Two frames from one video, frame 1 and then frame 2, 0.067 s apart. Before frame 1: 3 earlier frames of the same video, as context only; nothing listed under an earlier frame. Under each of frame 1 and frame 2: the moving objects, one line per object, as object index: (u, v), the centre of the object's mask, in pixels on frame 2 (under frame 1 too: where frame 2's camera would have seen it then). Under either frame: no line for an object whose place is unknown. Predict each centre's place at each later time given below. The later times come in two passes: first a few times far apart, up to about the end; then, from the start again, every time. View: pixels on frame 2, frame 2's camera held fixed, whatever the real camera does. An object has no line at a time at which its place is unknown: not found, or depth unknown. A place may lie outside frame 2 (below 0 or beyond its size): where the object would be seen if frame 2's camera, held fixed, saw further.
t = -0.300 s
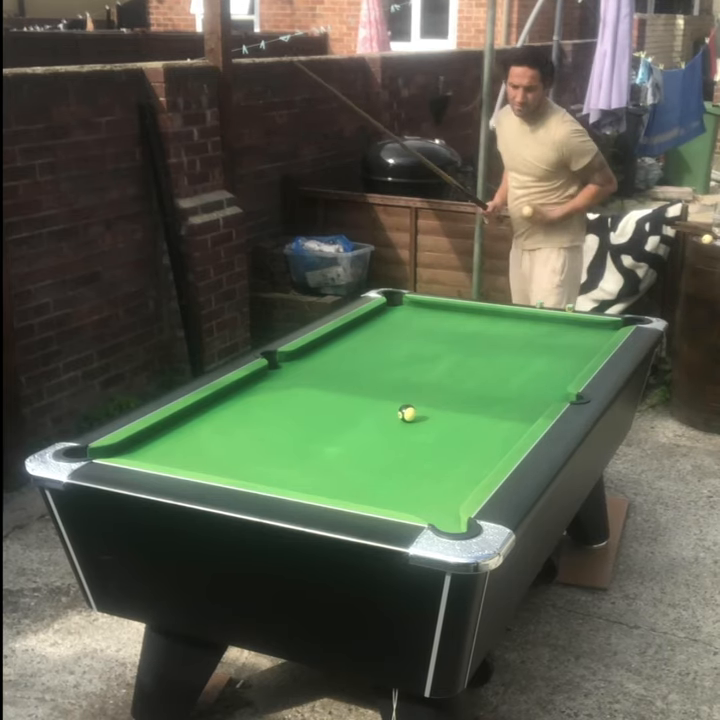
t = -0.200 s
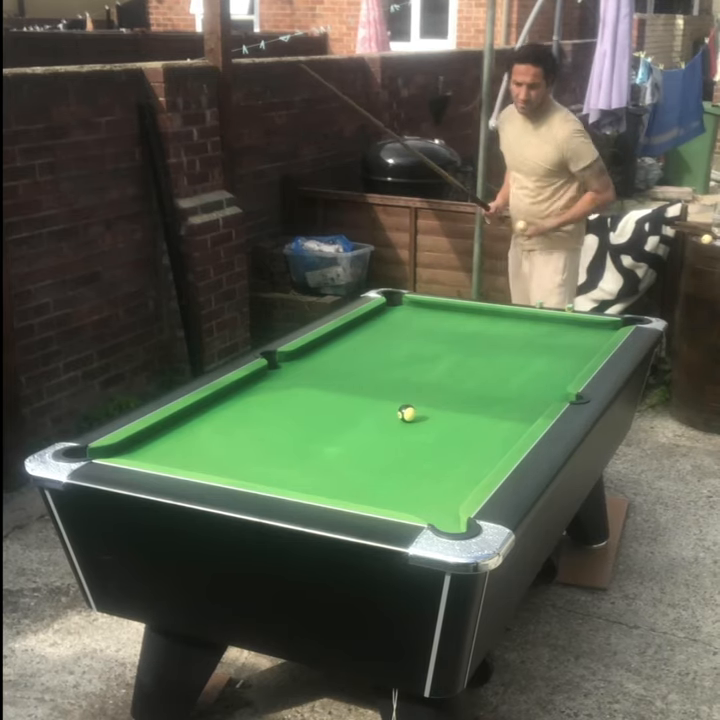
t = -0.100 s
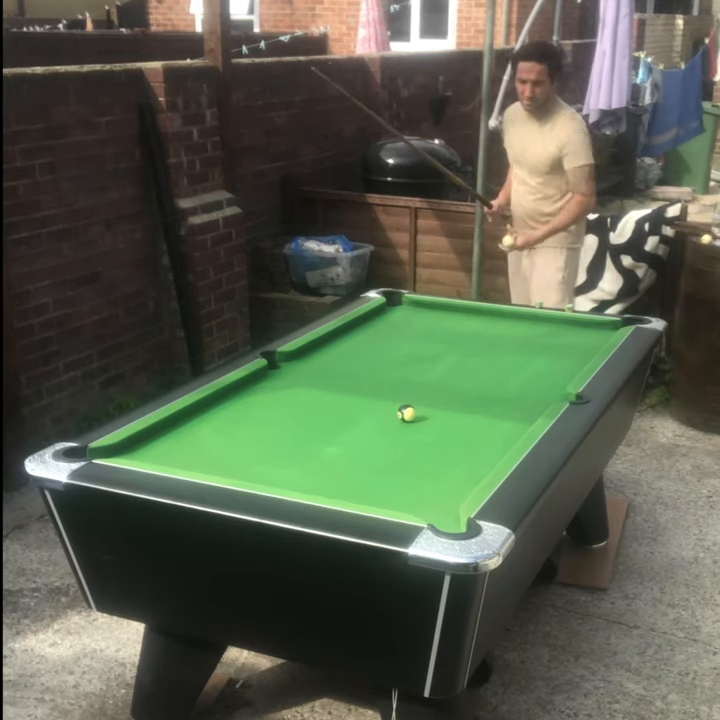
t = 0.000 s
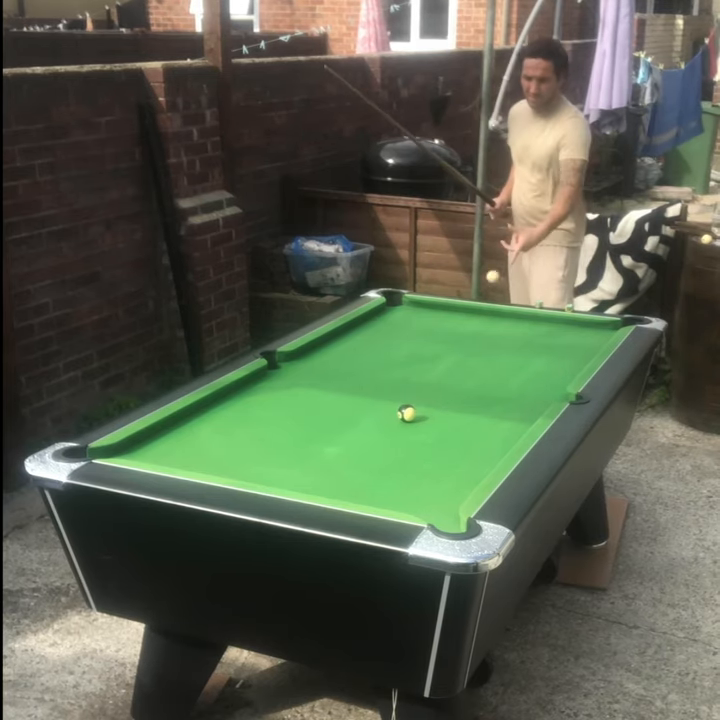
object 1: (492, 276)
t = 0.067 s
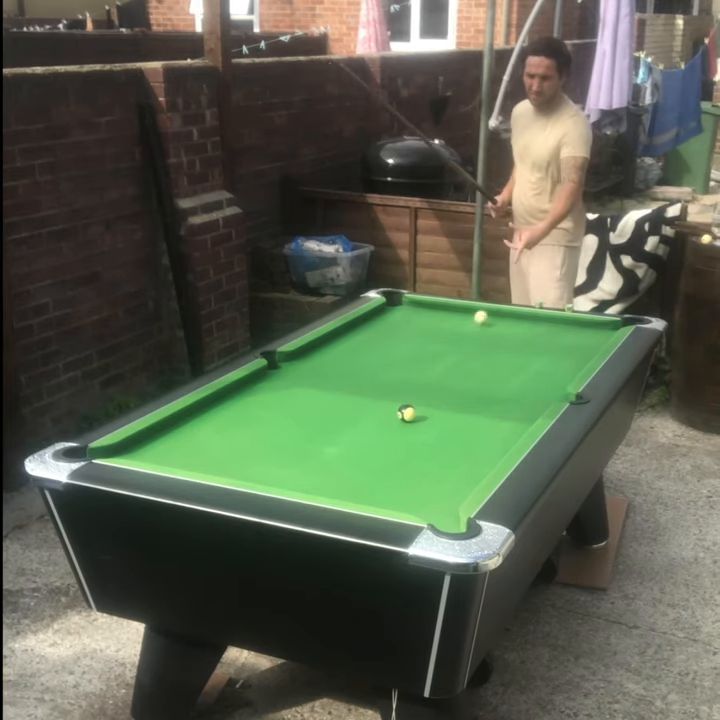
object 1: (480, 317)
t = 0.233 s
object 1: (451, 342)
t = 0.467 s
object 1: (399, 402)
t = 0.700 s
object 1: (324, 411)
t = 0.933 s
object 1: (246, 424)
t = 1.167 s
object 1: (166, 438)
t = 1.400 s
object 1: (124, 453)
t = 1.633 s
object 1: (146, 449)
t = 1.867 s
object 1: (171, 437)
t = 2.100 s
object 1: (192, 427)
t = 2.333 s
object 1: (211, 419)
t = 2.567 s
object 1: (227, 411)
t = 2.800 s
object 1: (242, 405)
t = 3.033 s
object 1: (255, 399)
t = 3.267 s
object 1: (266, 395)
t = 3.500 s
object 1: (275, 391)
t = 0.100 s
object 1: (475, 318)
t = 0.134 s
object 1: (469, 319)
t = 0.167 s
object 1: (464, 323)
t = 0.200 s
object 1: (458, 330)
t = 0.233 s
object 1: (451, 342)
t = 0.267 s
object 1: (444, 356)
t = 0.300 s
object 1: (438, 366)
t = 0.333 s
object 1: (431, 370)
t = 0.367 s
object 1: (424, 379)
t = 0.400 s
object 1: (417, 391)
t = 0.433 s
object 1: (409, 398)
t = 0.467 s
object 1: (399, 402)
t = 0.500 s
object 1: (389, 402)
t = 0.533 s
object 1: (378, 405)
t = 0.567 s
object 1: (367, 406)
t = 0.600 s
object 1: (356, 407)
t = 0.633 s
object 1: (345, 408)
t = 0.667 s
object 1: (334, 410)
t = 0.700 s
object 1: (324, 411)
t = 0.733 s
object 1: (313, 413)
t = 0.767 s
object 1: (302, 414)
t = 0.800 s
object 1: (291, 417)
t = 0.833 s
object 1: (279, 419)
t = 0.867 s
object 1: (268, 421)
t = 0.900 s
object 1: (257, 422)
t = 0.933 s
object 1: (246, 424)
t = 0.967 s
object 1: (235, 426)
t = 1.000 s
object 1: (223, 428)
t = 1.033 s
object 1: (212, 430)
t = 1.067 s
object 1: (201, 433)
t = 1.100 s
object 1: (189, 435)
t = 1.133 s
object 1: (177, 436)
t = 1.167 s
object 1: (166, 438)
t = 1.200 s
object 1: (154, 440)
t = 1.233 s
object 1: (142, 442)
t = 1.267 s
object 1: (131, 444)
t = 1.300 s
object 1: (128, 448)
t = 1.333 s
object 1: (127, 450)
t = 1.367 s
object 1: (125, 452)
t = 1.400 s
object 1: (124, 453)
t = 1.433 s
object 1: (123, 455)
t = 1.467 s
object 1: (126, 454)
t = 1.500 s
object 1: (130, 454)
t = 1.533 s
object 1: (134, 453)
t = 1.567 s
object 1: (138, 452)
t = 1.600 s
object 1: (142, 450)
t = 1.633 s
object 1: (146, 449)
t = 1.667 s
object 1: (150, 447)
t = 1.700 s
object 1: (153, 445)
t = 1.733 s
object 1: (157, 444)
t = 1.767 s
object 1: (160, 442)
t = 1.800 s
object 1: (164, 440)
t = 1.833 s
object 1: (167, 439)
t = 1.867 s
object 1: (171, 437)
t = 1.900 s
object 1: (174, 436)
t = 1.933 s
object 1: (177, 434)
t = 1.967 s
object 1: (181, 433)
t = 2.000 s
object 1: (183, 432)
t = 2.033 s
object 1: (186, 430)
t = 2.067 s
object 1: (189, 429)
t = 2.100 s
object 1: (192, 427)
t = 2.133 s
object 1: (195, 426)
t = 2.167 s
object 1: (198, 425)
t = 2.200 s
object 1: (200, 423)
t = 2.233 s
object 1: (203, 422)
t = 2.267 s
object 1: (206, 421)
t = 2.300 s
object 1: (208, 420)
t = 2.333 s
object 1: (211, 419)
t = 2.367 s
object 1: (214, 418)
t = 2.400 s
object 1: (216, 417)
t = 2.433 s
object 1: (218, 415)
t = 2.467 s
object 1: (221, 414)
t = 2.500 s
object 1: (223, 413)
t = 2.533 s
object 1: (225, 412)
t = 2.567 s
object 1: (227, 411)
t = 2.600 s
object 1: (229, 410)
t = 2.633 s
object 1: (232, 409)
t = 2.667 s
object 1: (234, 408)
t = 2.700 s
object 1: (236, 407)
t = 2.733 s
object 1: (238, 406)
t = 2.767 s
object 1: (240, 405)
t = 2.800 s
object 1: (242, 405)
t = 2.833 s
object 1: (243, 404)
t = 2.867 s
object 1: (246, 403)
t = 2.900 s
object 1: (247, 402)
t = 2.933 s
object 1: (249, 402)
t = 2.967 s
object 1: (251, 401)
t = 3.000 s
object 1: (253, 400)
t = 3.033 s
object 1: (255, 399)
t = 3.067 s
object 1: (256, 399)
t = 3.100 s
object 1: (258, 398)
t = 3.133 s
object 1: (260, 397)
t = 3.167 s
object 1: (261, 397)
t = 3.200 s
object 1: (262, 396)
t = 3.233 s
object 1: (264, 396)
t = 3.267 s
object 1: (266, 395)
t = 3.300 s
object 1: (267, 394)
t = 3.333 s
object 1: (269, 394)
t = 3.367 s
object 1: (270, 394)
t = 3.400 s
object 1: (271, 393)
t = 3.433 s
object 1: (273, 392)
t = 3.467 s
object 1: (274, 392)
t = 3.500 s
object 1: (275, 391)
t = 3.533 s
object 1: (277, 391)
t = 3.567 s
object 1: (278, 391)
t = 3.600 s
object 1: (279, 390)
